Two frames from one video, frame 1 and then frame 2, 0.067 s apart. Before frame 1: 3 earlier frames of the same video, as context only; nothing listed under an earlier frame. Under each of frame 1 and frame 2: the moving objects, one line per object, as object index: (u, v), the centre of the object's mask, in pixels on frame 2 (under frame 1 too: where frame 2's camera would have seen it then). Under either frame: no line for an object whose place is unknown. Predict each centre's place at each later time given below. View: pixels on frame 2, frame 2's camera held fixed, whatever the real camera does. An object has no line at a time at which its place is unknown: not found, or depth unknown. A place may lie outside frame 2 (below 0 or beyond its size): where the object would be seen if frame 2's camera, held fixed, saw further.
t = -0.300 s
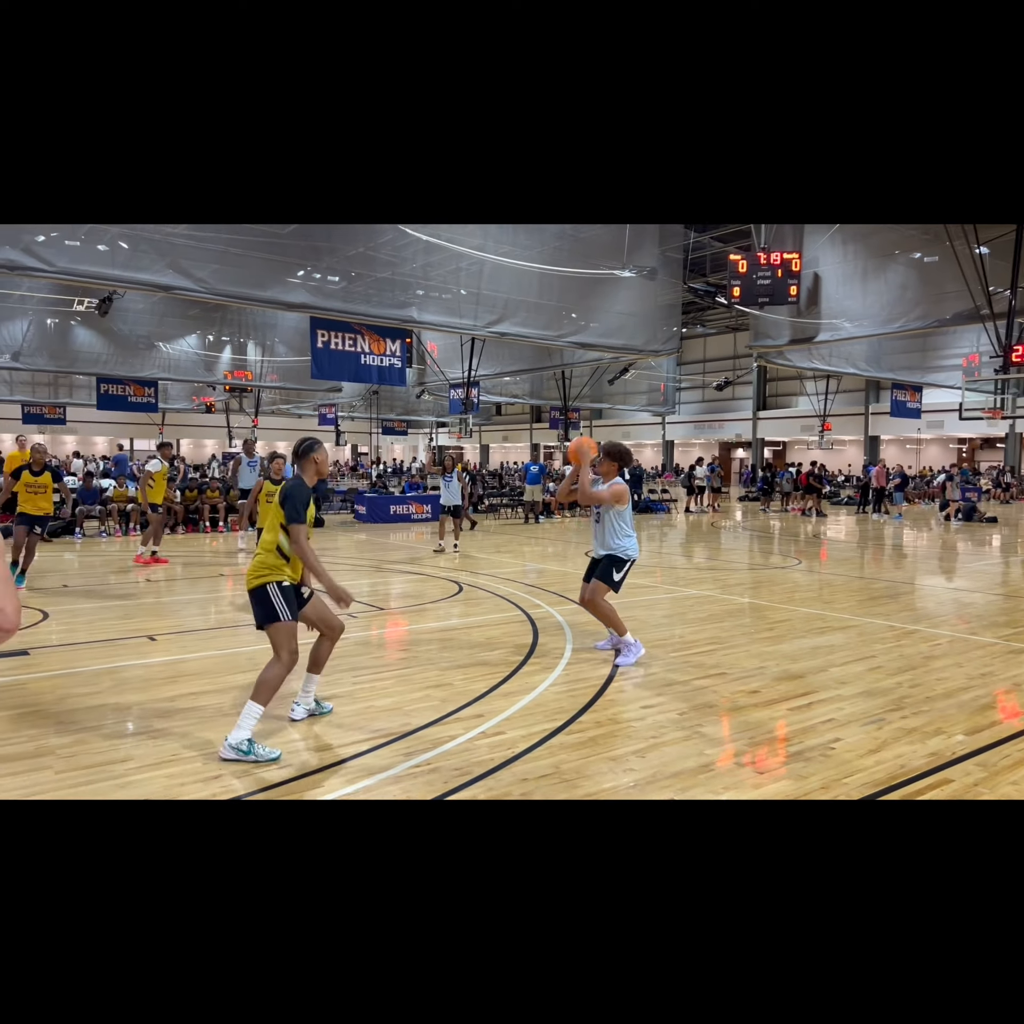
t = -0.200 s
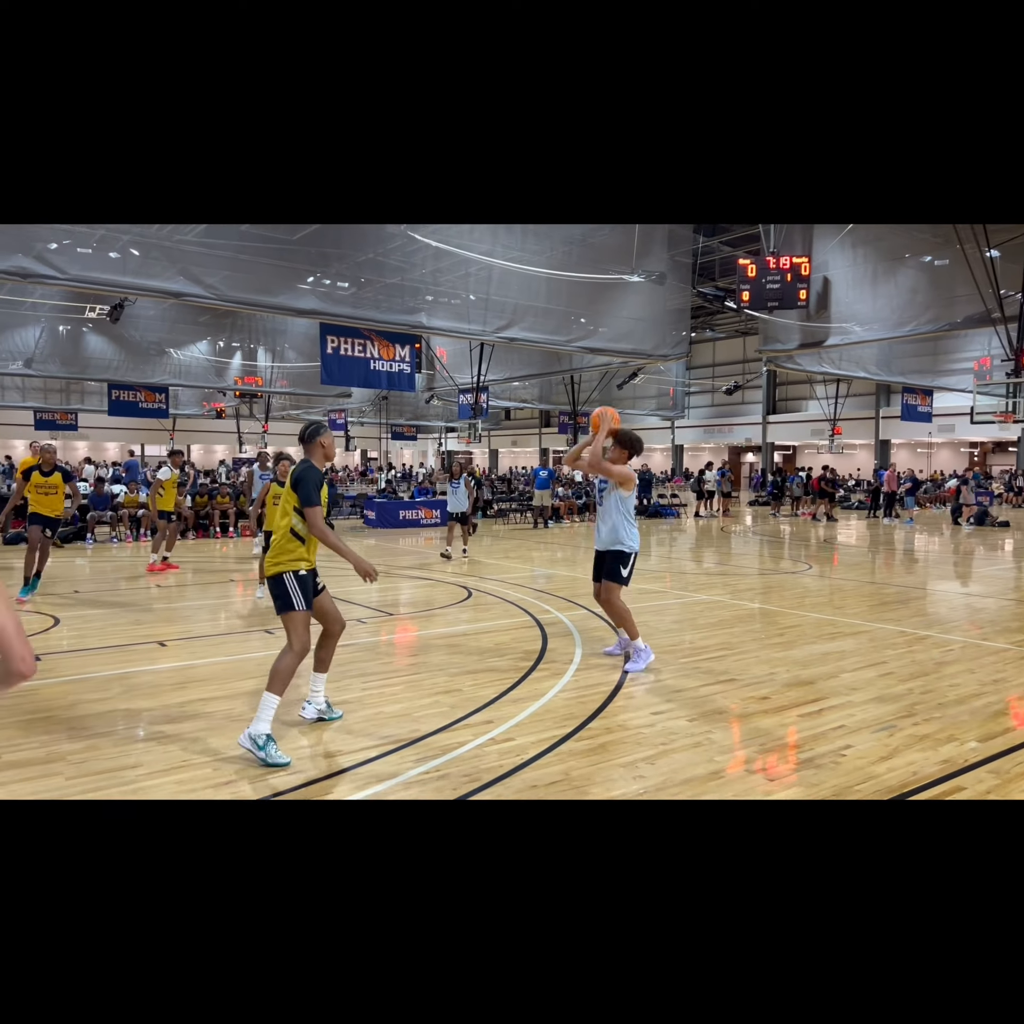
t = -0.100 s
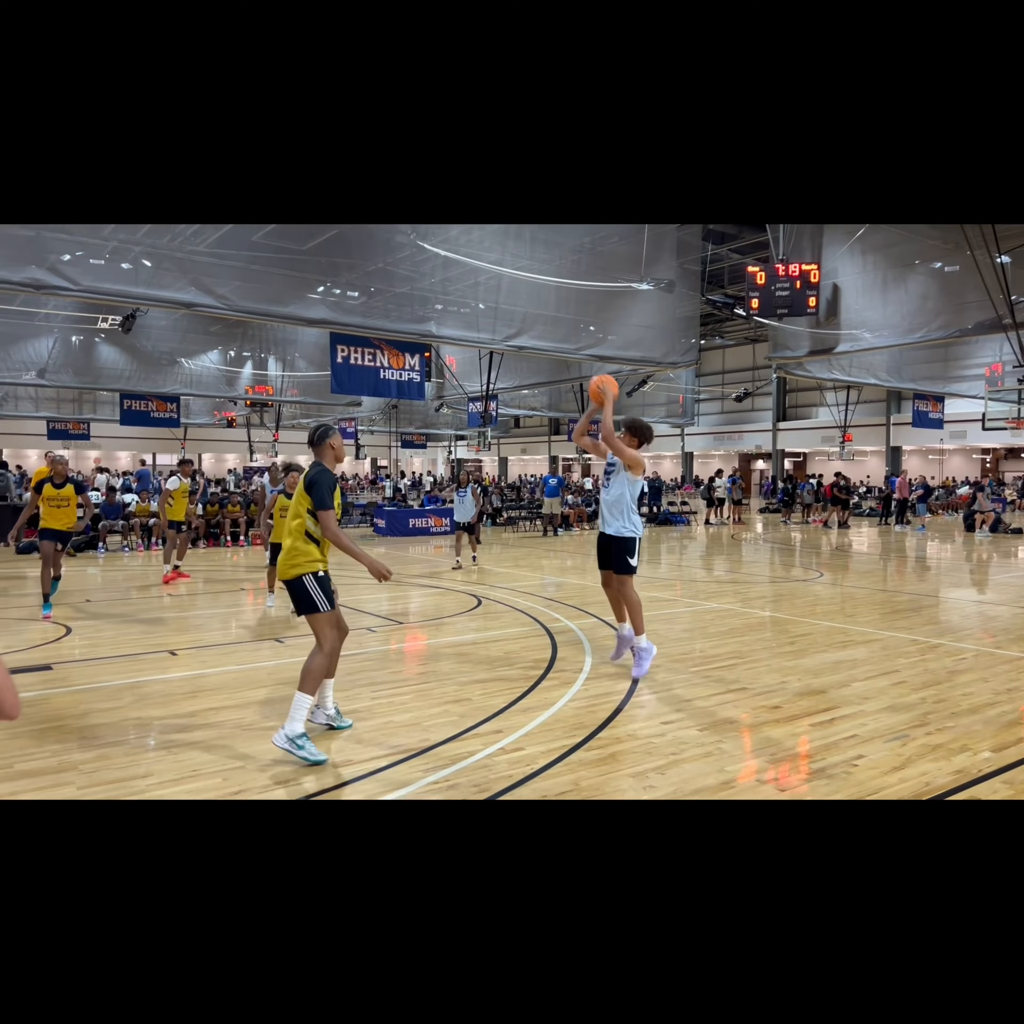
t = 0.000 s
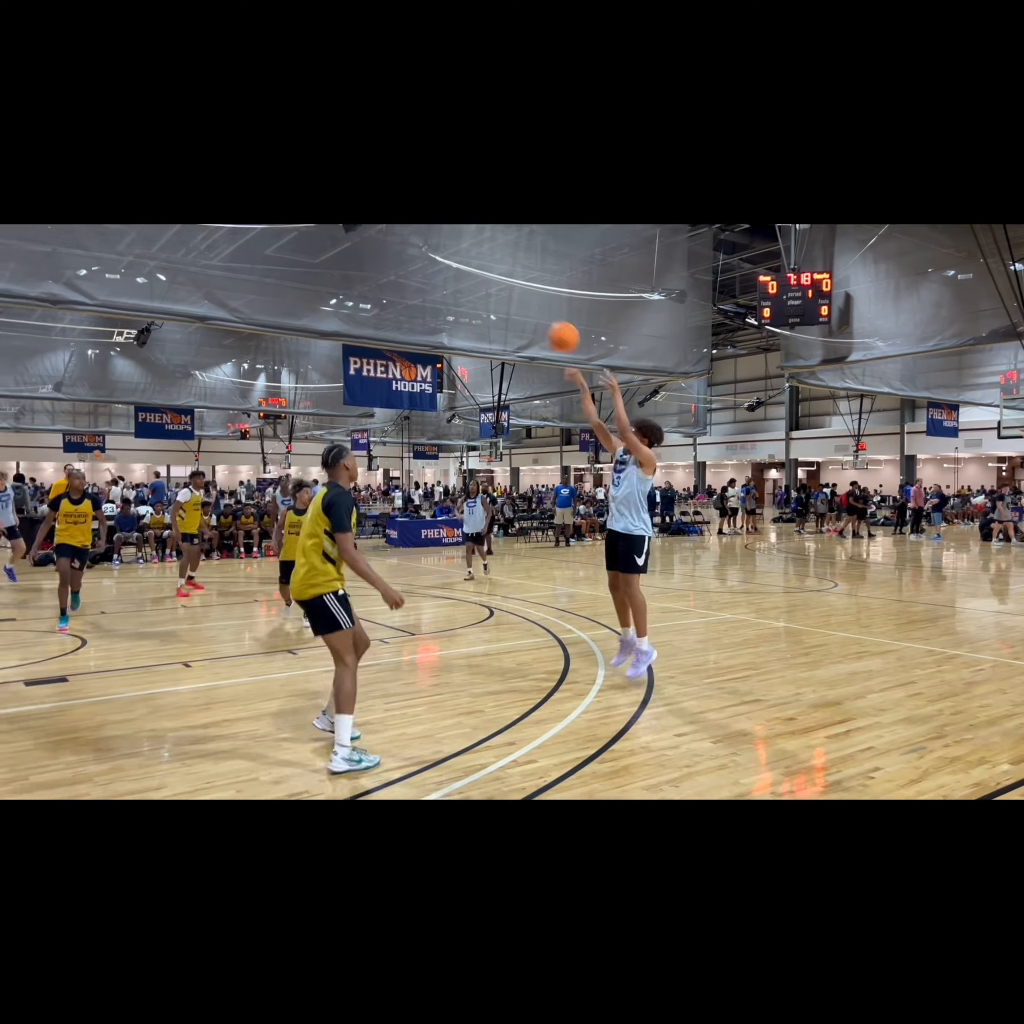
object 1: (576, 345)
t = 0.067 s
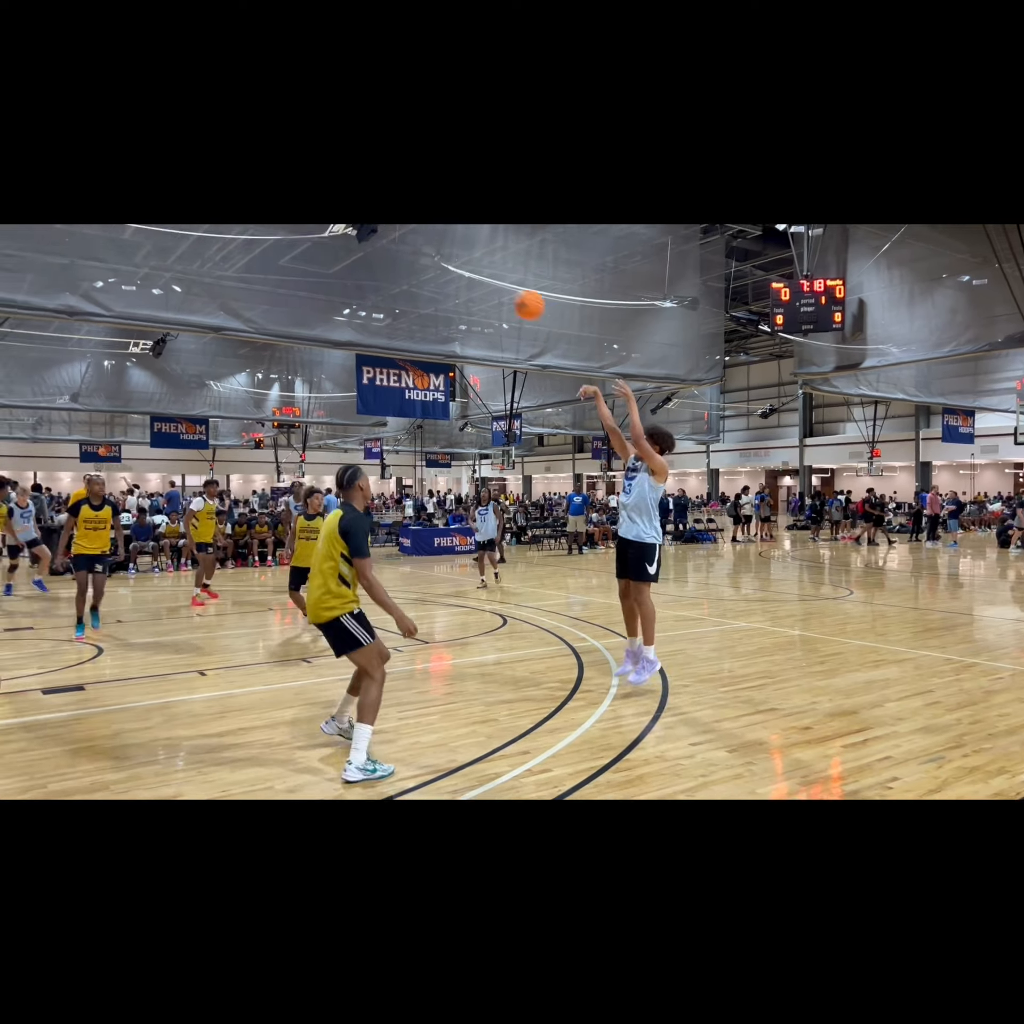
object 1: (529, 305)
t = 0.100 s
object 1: (506, 287)
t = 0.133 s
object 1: (484, 270)
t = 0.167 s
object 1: (462, 256)
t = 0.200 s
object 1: (440, 242)
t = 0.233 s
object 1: (418, 230)
